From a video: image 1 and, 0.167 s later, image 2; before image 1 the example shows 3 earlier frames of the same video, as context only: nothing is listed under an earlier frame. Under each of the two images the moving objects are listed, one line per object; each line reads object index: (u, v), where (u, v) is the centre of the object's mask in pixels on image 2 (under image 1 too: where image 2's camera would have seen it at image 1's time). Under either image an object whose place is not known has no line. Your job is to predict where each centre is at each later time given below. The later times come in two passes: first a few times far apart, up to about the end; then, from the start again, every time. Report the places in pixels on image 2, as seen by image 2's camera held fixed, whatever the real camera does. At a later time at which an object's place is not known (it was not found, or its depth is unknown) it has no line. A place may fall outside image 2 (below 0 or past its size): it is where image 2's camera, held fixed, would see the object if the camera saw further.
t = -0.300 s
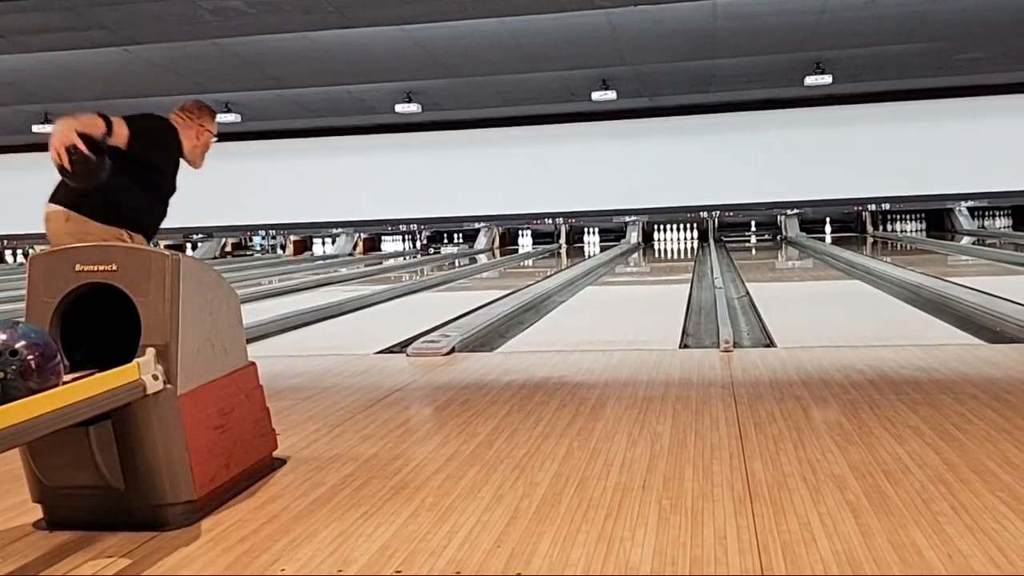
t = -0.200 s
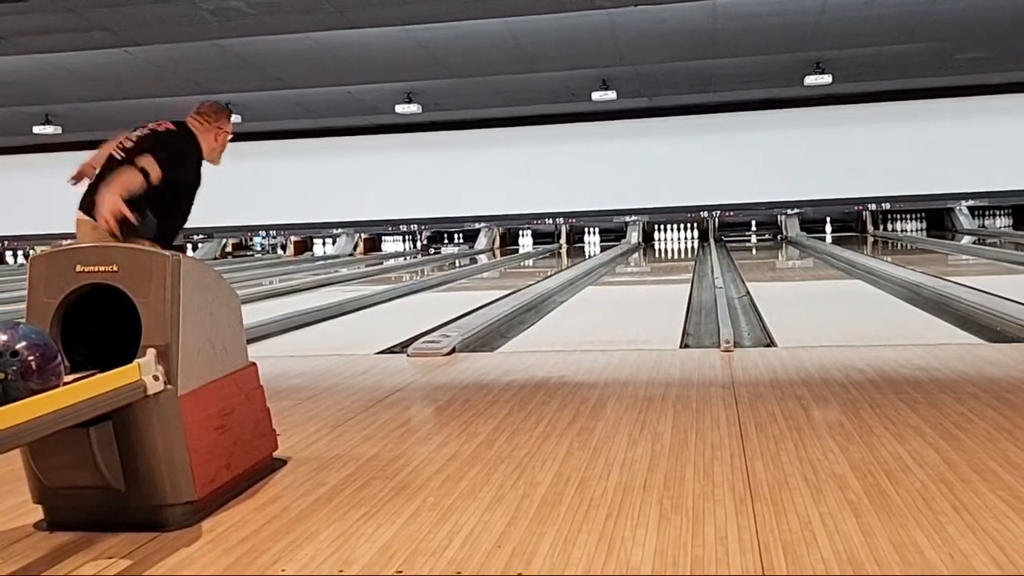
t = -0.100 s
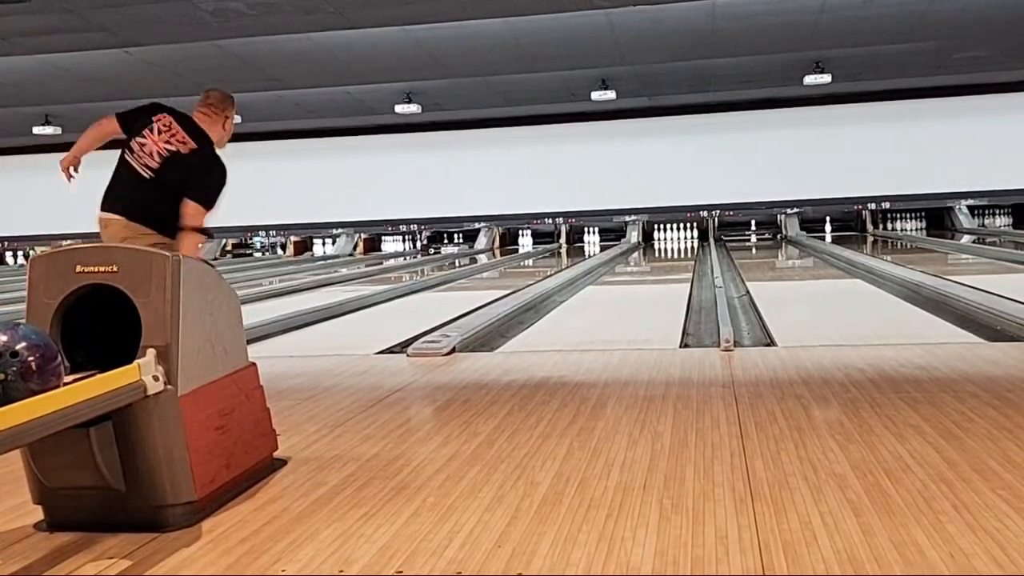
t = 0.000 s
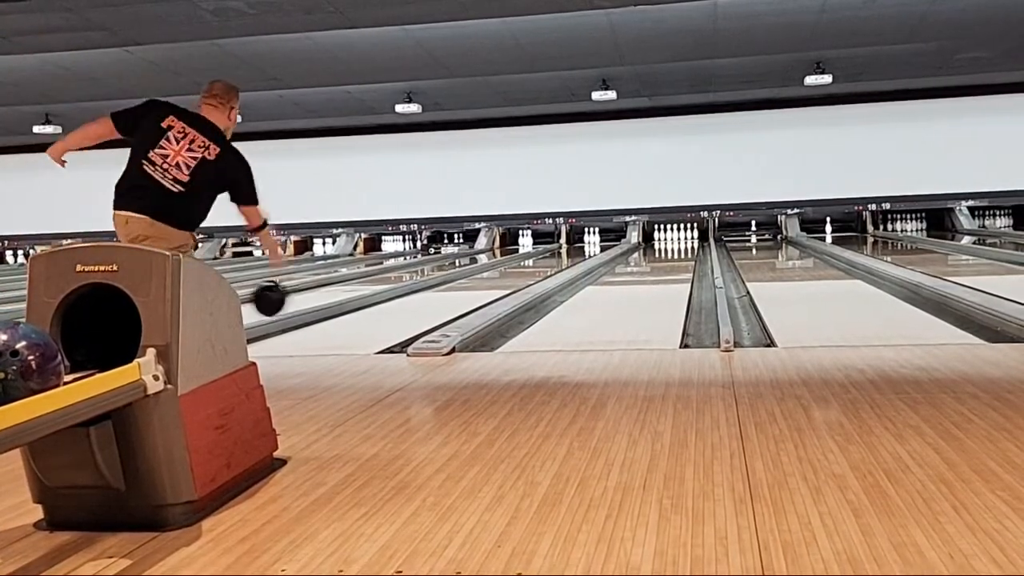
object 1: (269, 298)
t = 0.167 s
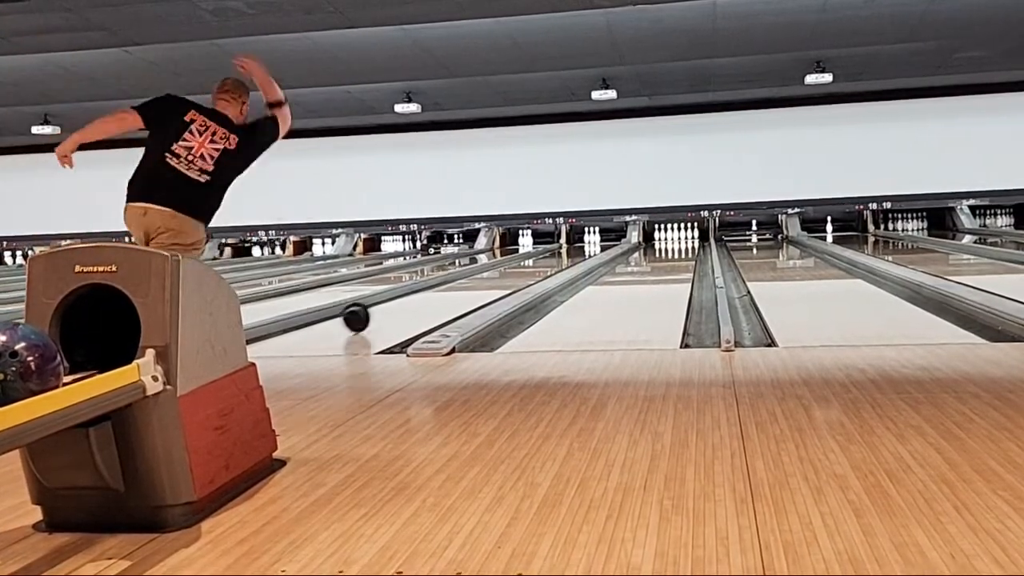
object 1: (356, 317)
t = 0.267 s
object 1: (393, 306)
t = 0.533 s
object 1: (463, 284)
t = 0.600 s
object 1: (476, 281)
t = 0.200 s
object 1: (369, 312)
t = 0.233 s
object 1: (381, 308)
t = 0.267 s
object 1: (393, 306)
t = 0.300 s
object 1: (404, 303)
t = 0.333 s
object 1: (414, 300)
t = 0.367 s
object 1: (424, 297)
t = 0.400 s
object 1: (432, 294)
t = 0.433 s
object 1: (441, 292)
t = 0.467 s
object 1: (449, 289)
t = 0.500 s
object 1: (456, 287)
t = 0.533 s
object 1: (463, 284)
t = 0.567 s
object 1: (469, 283)
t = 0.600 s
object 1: (476, 281)
